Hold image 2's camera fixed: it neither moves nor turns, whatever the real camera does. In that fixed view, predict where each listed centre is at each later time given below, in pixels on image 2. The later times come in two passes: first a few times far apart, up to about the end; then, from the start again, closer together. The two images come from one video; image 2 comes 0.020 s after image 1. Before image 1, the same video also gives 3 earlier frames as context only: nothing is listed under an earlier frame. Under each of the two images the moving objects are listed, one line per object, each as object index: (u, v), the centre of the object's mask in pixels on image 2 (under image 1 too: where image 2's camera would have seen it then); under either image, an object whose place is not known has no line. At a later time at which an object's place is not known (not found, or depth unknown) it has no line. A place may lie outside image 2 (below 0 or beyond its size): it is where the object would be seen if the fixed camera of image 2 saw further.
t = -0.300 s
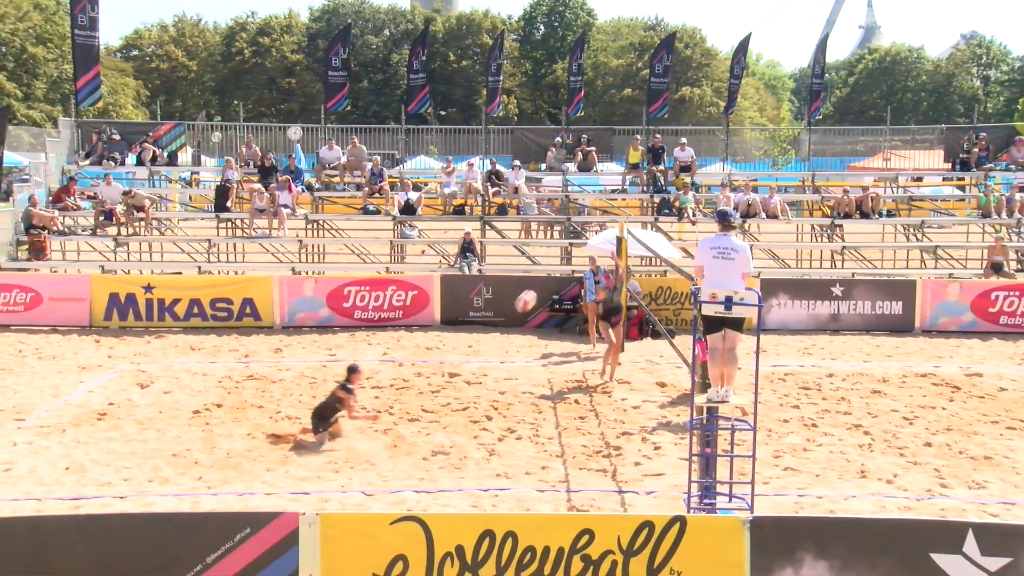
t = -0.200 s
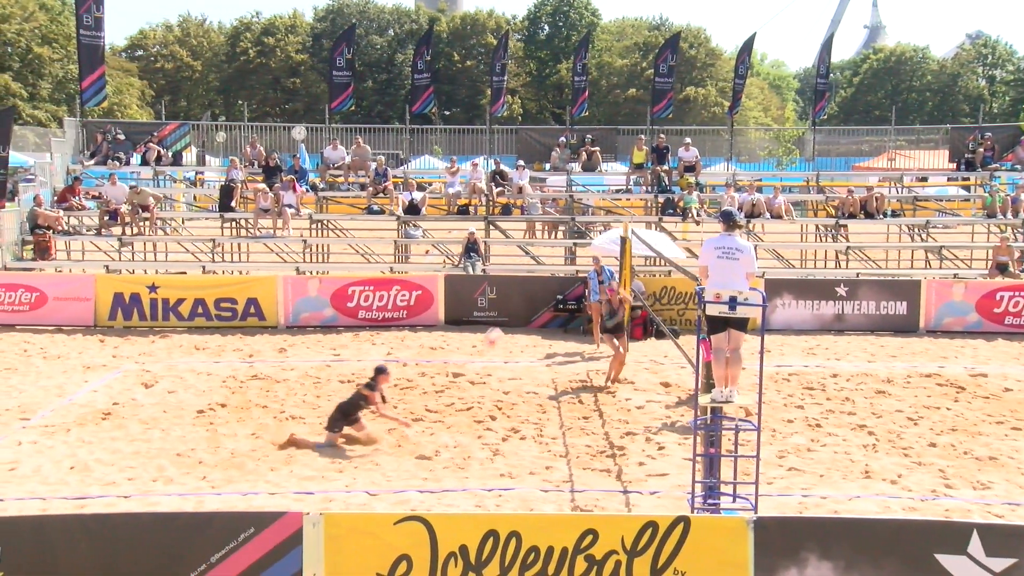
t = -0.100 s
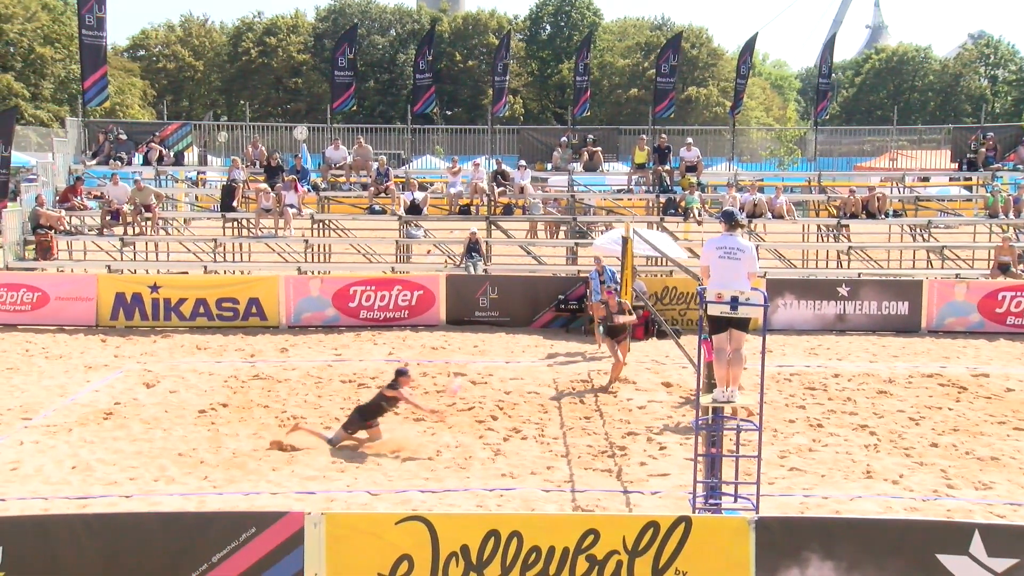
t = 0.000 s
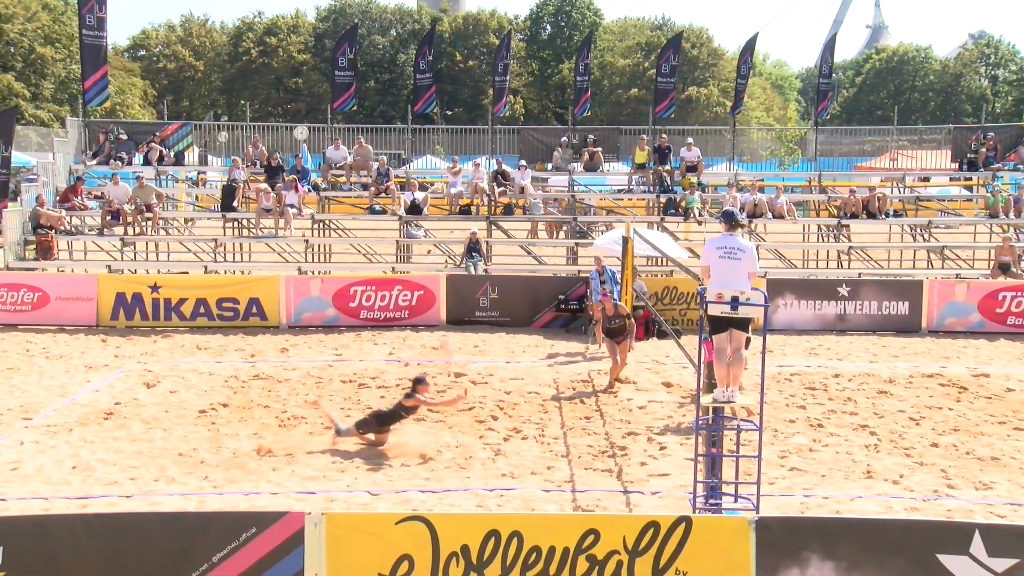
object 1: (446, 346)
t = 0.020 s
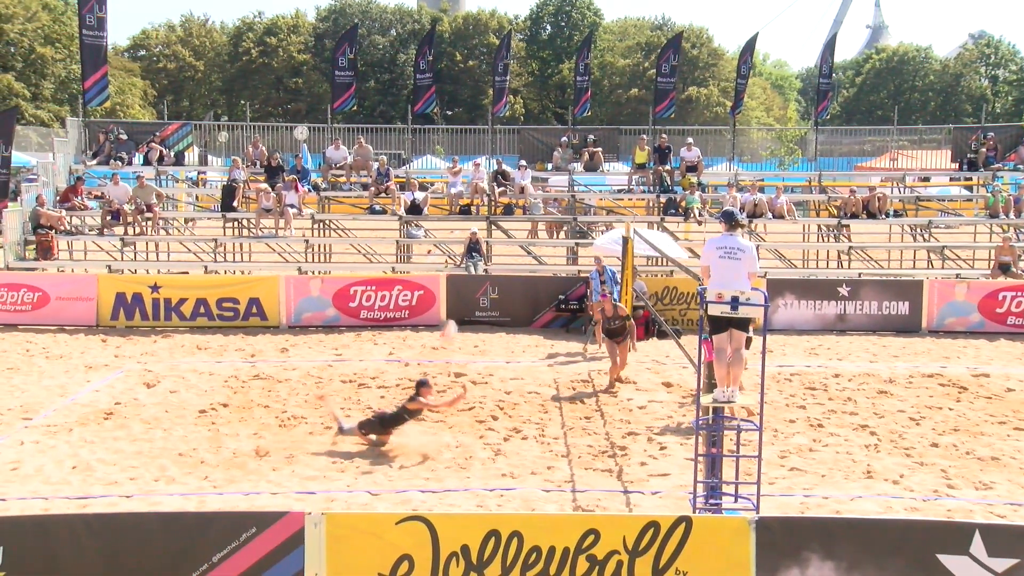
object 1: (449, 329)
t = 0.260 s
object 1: (457, 196)
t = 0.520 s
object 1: (461, 100)
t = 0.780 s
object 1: (463, 63)
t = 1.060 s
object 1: (467, 90)
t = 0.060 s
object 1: (452, 308)
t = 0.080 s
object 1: (452, 293)
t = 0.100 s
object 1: (453, 283)
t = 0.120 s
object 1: (453, 271)
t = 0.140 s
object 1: (452, 261)
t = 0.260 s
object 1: (457, 196)
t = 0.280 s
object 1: (457, 187)
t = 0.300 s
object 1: (456, 176)
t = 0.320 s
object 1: (458, 167)
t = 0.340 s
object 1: (458, 159)
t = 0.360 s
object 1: (459, 151)
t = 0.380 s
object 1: (459, 144)
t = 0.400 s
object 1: (459, 137)
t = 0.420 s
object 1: (460, 130)
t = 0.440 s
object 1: (460, 123)
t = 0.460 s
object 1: (460, 116)
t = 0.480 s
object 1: (460, 111)
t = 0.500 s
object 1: (460, 105)
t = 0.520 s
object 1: (461, 100)
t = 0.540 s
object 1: (461, 95)
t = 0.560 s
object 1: (461, 91)
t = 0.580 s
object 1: (461, 87)
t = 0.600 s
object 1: (461, 83)
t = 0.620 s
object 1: (462, 79)
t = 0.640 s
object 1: (462, 76)
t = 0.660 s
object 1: (462, 73)
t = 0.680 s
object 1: (462, 71)
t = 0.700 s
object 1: (462, 69)
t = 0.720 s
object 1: (462, 67)
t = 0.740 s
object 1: (462, 66)
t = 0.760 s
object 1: (462, 65)
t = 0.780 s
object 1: (463, 63)
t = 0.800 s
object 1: (463, 63)
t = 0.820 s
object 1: (463, 63)
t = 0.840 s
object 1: (464, 63)
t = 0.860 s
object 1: (464, 64)
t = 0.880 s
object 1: (464, 65)
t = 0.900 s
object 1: (465, 67)
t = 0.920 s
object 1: (465, 68)
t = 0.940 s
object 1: (465, 70)
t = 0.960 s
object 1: (465, 72)
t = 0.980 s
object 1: (465, 75)
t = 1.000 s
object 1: (466, 78)
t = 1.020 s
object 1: (466, 82)
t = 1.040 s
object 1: (466, 85)
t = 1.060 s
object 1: (467, 90)
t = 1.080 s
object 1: (467, 94)
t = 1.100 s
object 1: (467, 99)
